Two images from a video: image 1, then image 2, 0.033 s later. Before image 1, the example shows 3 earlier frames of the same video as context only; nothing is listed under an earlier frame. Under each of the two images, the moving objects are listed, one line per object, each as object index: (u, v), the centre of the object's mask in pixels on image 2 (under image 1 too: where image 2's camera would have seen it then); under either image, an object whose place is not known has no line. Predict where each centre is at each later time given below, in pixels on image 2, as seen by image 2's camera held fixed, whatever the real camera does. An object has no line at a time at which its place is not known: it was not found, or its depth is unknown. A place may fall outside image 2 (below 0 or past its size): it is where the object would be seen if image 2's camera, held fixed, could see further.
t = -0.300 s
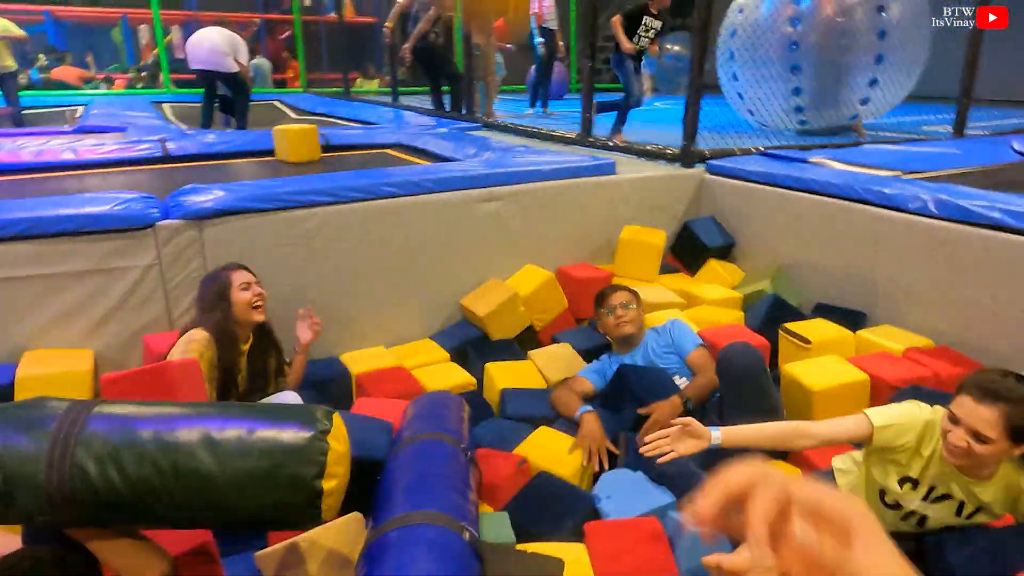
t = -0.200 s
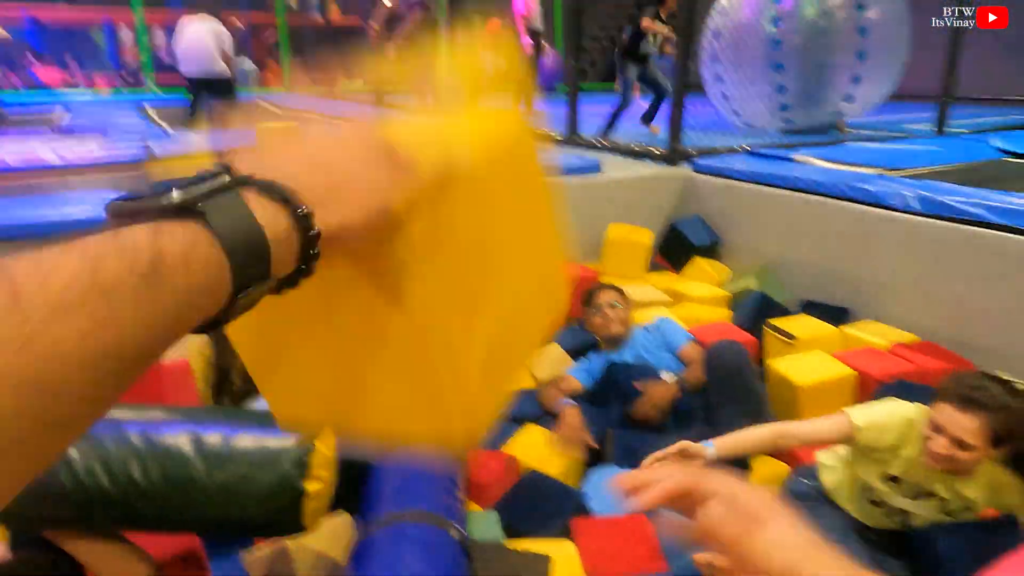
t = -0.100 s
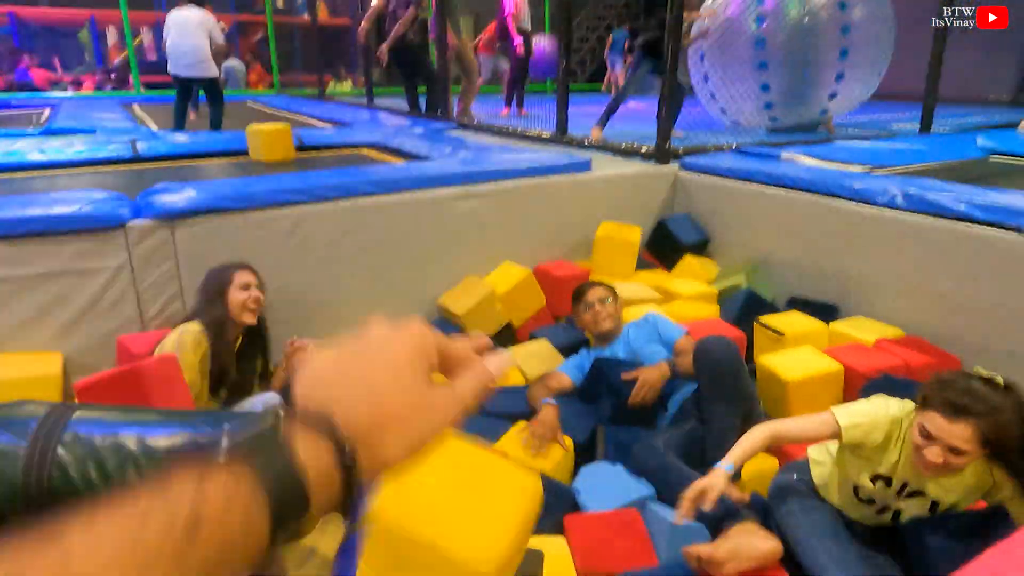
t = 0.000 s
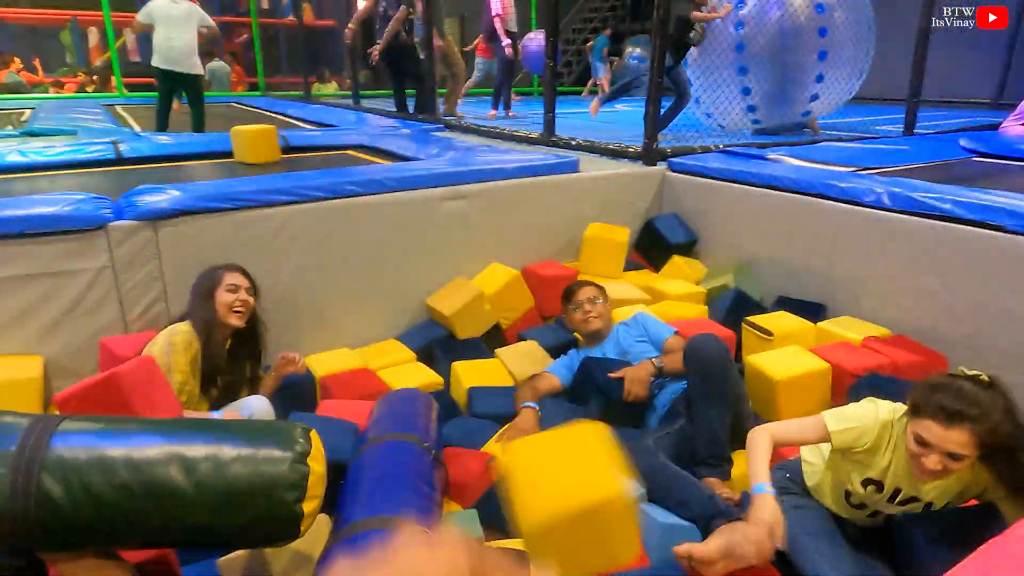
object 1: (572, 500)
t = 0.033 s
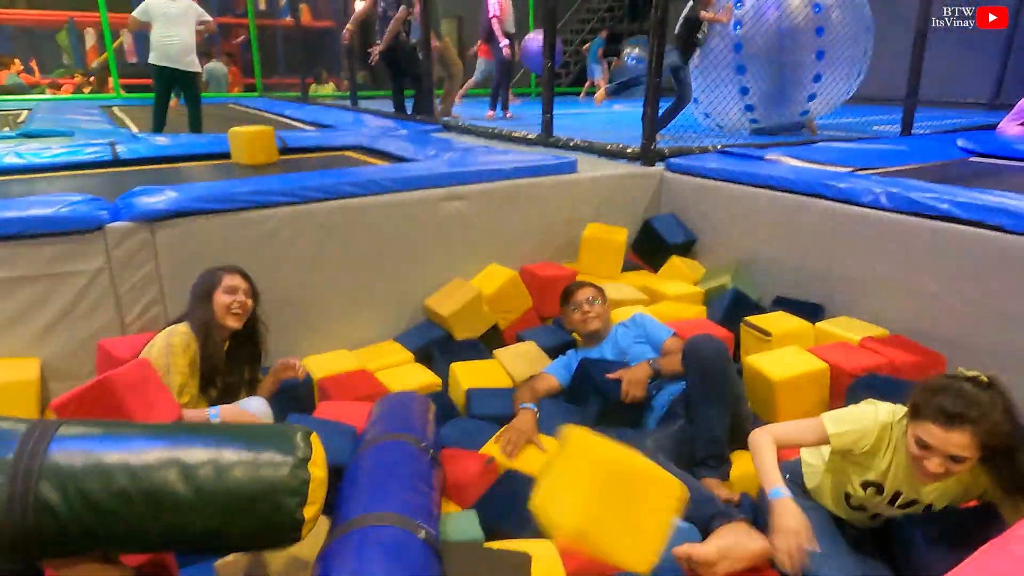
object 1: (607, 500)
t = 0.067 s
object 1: (636, 498)
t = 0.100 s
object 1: (661, 501)
